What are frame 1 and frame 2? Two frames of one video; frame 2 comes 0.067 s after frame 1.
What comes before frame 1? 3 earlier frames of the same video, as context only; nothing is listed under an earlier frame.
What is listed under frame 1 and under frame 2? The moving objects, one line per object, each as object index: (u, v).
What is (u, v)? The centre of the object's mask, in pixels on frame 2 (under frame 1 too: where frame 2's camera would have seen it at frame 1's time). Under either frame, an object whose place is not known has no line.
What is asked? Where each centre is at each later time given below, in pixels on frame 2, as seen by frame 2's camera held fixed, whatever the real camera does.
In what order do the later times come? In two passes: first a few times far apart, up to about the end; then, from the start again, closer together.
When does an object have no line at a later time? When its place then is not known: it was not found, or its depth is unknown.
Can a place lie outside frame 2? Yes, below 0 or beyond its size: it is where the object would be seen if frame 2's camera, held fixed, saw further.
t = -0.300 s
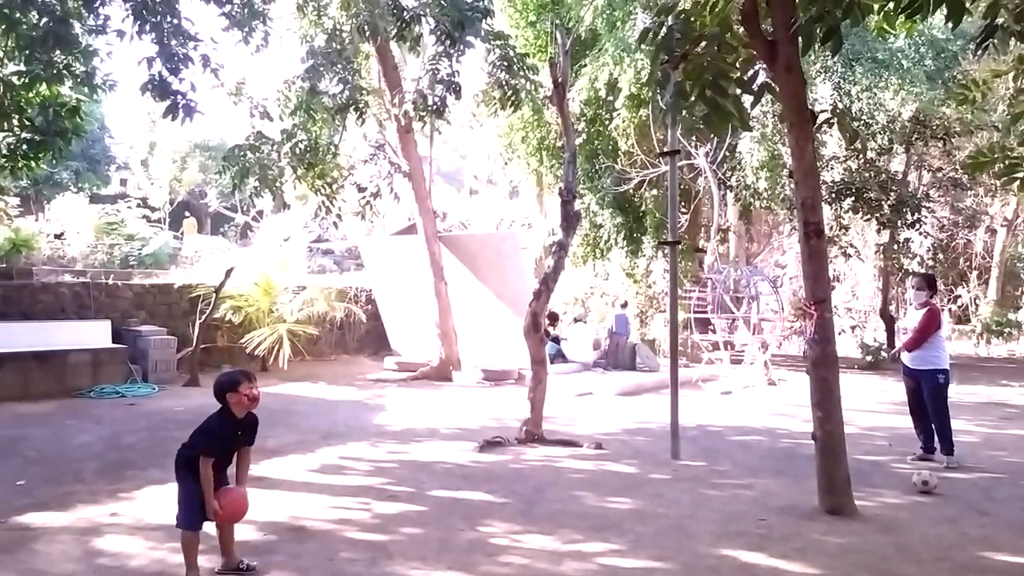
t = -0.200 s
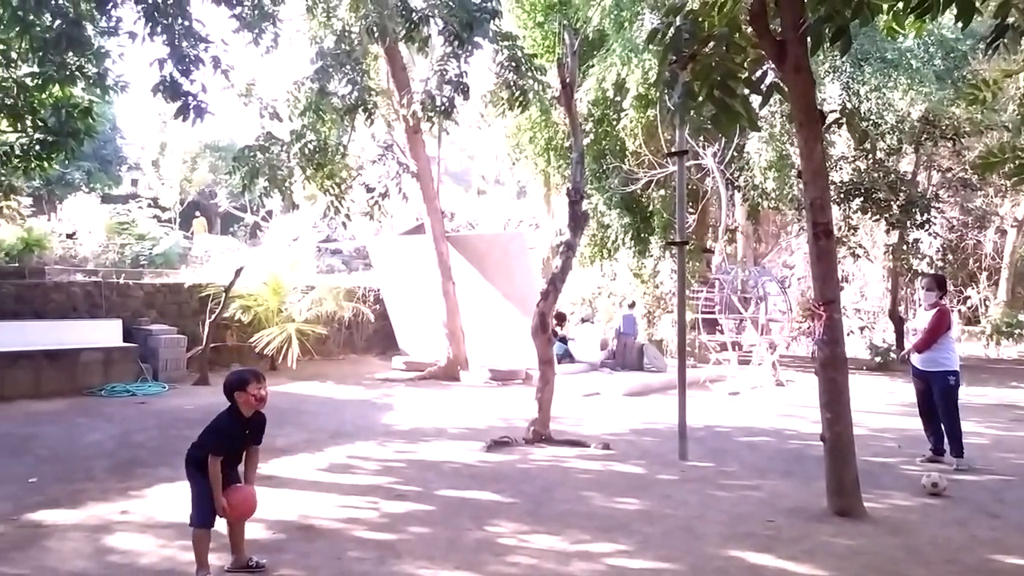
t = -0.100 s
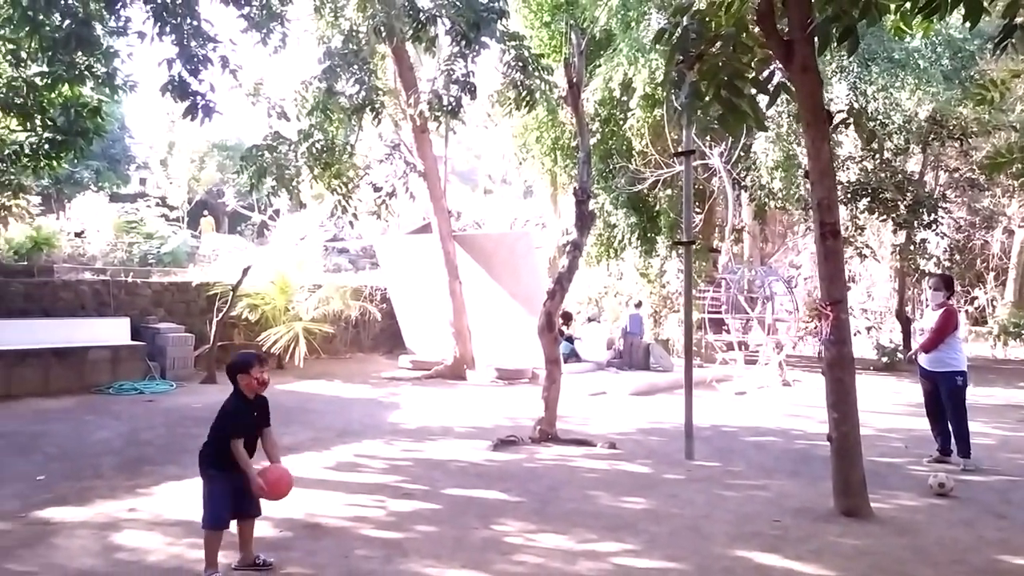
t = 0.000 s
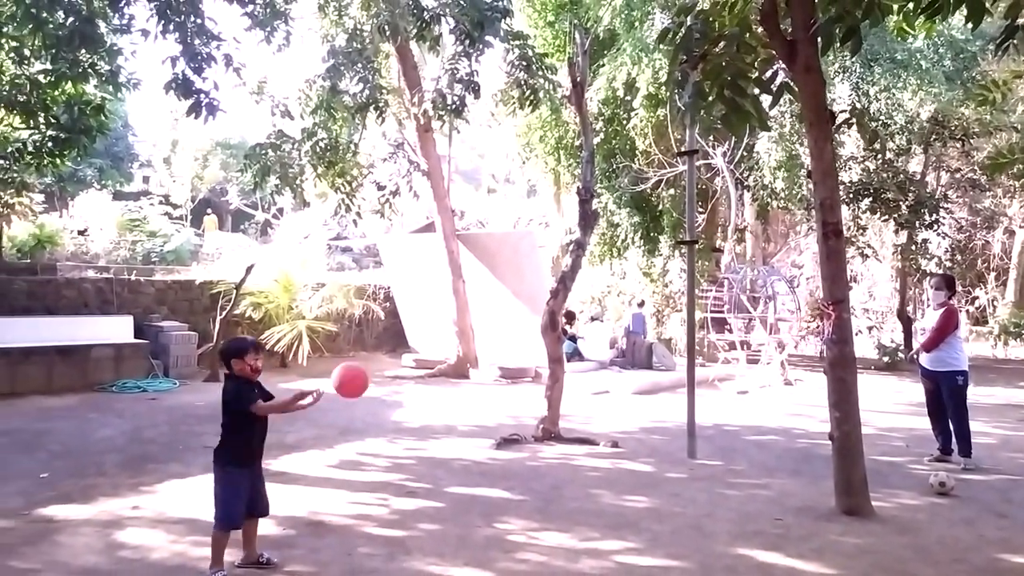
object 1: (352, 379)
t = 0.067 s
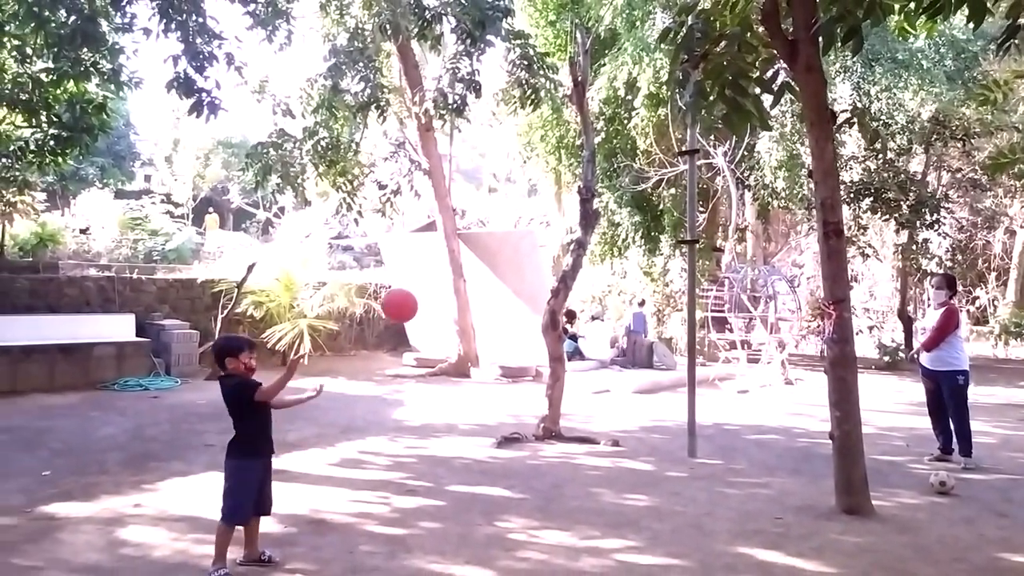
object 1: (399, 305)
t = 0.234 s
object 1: (516, 161)
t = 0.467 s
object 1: (673, 63)
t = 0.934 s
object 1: (980, 231)
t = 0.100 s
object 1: (422, 271)
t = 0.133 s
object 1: (446, 240)
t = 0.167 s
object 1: (469, 211)
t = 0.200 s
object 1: (493, 185)
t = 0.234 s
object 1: (516, 161)
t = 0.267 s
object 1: (539, 140)
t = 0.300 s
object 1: (562, 121)
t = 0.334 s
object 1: (584, 105)
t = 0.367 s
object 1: (608, 91)
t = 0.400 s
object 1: (630, 80)
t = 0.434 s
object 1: (652, 71)
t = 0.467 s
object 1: (673, 63)
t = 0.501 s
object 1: (694, 58)
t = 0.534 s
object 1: (716, 56)
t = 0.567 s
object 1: (738, 55)
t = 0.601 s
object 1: (759, 57)
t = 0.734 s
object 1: (848, 94)
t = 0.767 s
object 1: (871, 110)
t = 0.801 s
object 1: (894, 129)
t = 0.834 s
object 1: (916, 151)
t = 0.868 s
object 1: (937, 174)
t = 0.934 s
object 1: (980, 231)
